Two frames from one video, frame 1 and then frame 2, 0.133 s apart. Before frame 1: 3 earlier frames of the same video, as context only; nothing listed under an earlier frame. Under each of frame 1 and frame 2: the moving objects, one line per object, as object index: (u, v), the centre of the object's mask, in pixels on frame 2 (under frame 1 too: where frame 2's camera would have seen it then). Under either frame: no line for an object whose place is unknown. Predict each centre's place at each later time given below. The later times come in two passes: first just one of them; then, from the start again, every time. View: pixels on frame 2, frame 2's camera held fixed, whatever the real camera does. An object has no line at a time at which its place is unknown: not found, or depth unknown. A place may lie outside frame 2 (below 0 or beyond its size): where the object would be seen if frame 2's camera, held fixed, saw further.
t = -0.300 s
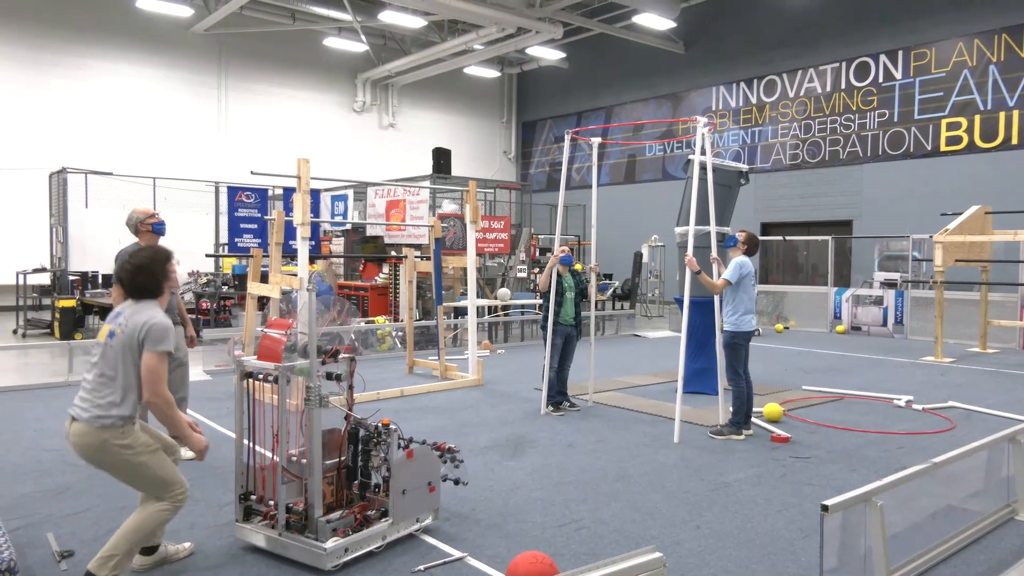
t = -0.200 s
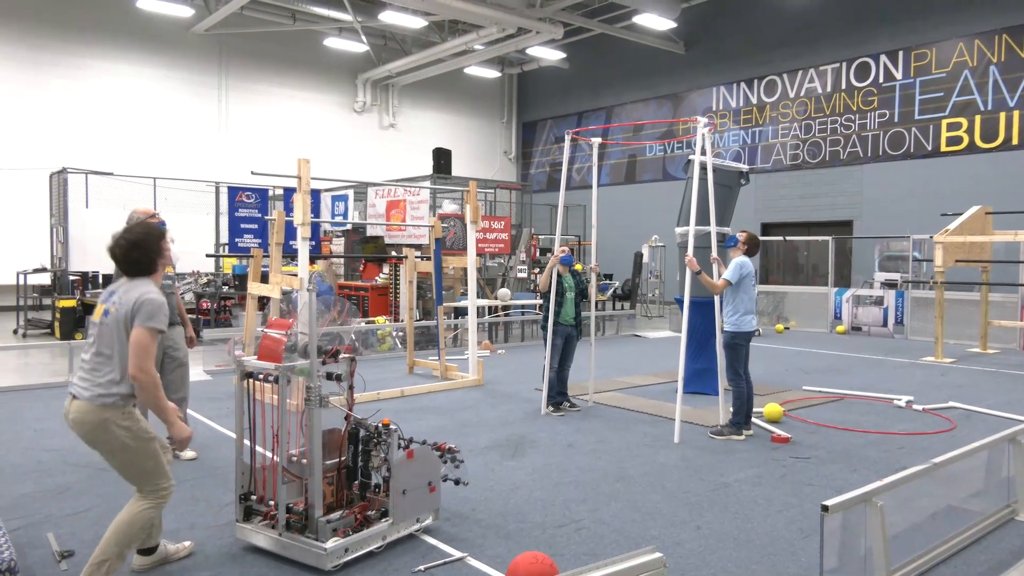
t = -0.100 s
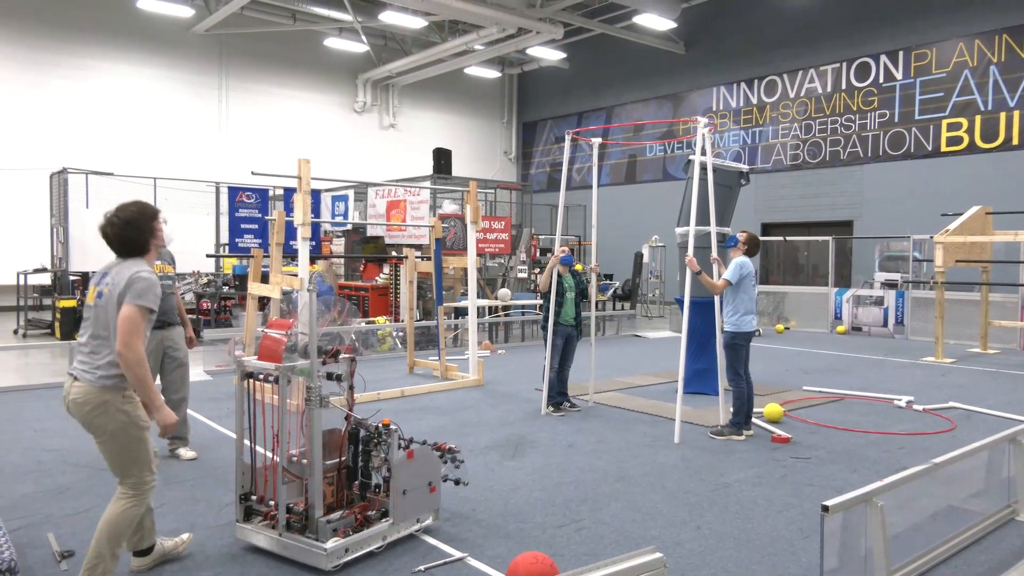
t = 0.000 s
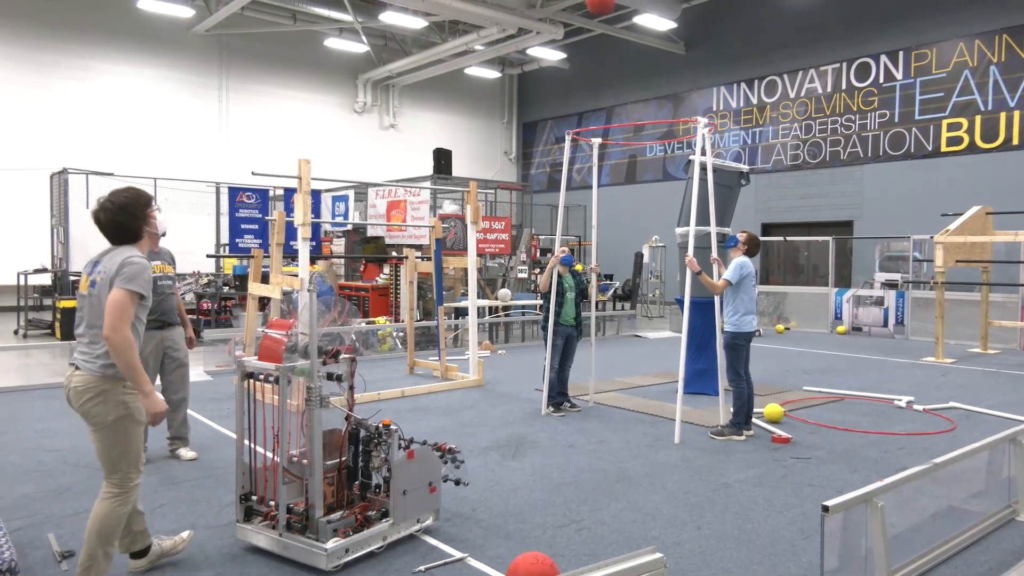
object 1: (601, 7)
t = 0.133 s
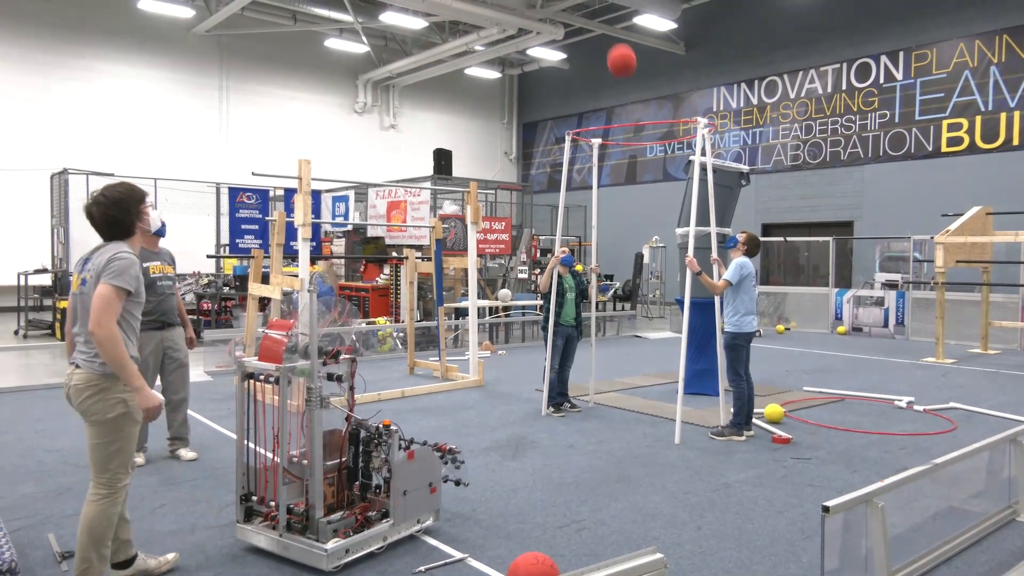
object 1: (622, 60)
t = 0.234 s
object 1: (636, 115)
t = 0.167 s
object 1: (626, 78)
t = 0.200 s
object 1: (631, 96)
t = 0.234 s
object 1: (636, 115)
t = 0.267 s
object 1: (641, 137)
